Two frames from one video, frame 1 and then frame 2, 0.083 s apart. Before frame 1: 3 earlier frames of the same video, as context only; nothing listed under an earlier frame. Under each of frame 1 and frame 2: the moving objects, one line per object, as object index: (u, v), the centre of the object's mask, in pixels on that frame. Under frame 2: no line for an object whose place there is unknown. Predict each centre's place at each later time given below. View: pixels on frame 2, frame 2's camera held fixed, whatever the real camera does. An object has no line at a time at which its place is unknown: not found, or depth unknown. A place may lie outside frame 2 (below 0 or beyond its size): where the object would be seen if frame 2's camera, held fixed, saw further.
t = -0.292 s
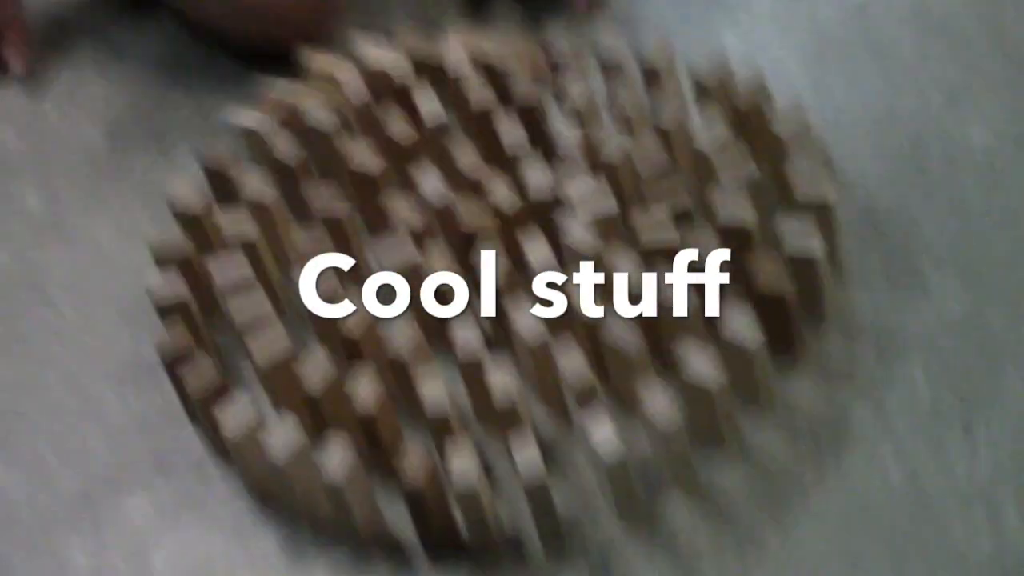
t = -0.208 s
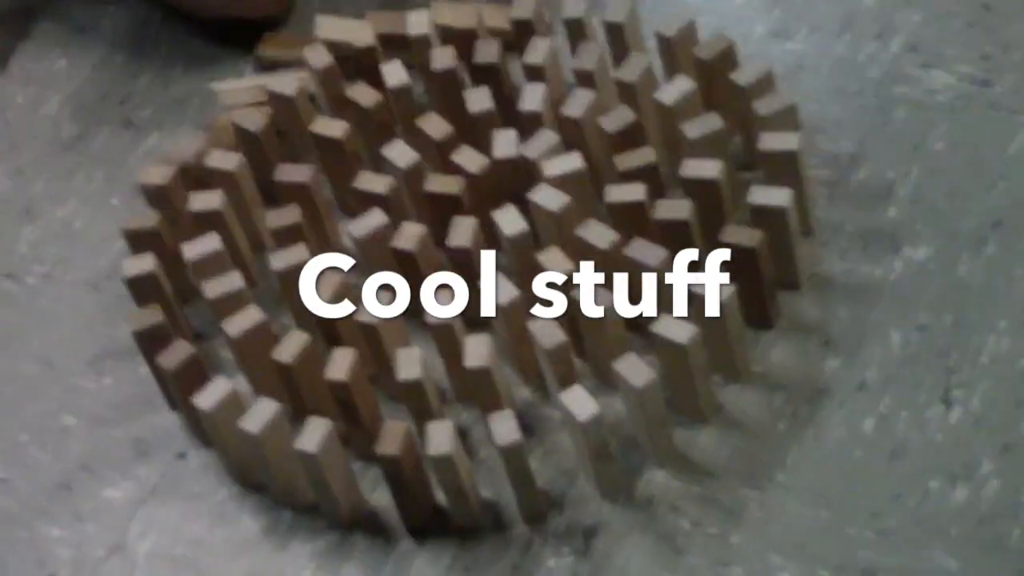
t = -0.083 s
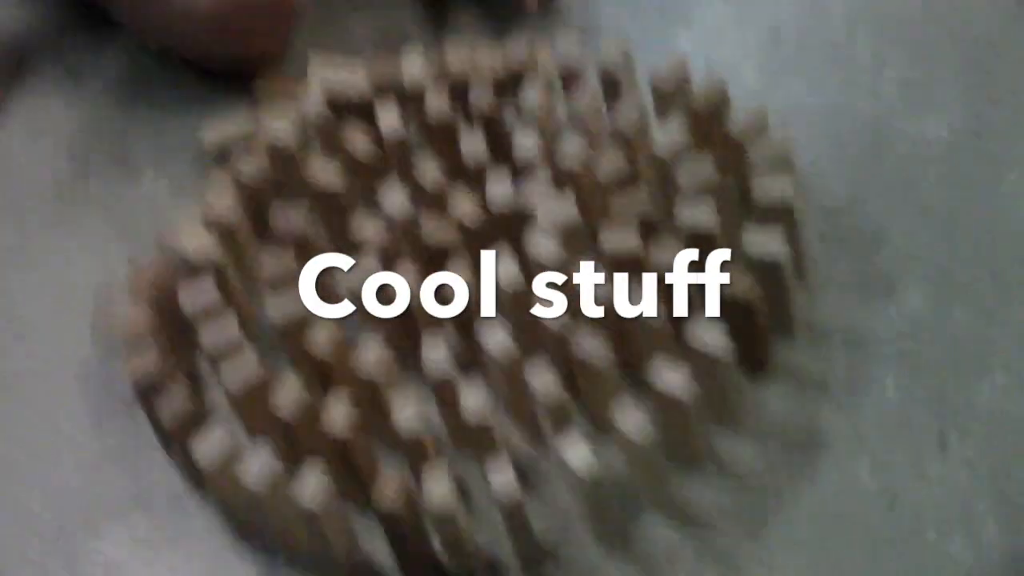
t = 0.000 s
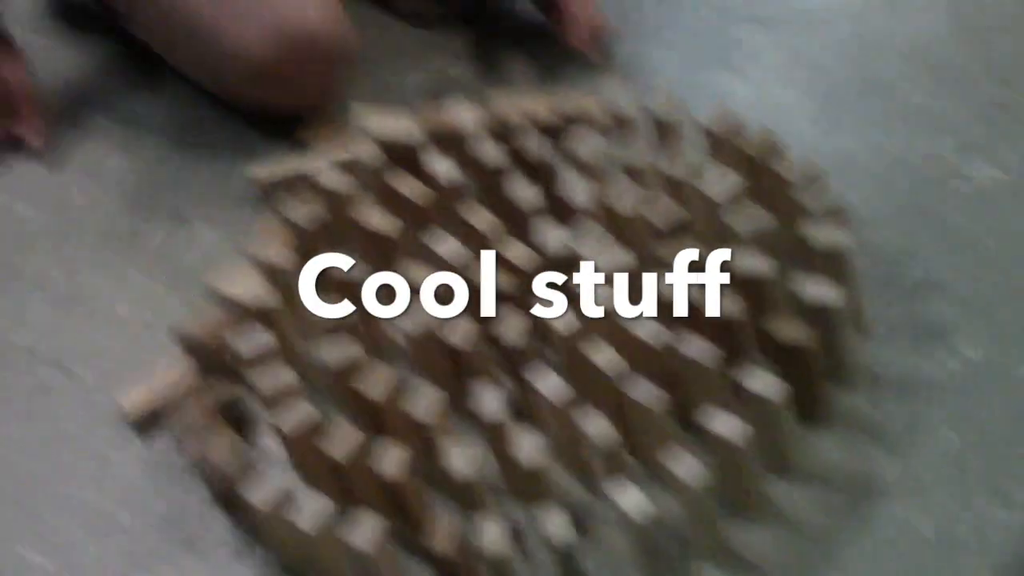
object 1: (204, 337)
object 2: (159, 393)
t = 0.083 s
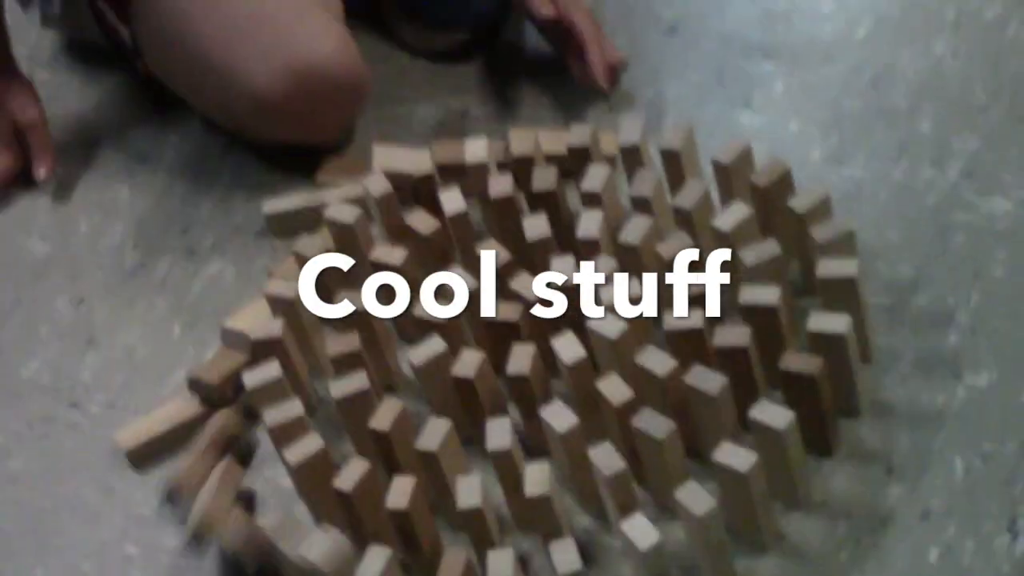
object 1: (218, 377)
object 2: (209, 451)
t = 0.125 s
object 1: (218, 376)
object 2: (190, 457)
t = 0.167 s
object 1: (218, 376)
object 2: (182, 457)
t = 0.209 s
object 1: (218, 377)
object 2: (176, 457)
